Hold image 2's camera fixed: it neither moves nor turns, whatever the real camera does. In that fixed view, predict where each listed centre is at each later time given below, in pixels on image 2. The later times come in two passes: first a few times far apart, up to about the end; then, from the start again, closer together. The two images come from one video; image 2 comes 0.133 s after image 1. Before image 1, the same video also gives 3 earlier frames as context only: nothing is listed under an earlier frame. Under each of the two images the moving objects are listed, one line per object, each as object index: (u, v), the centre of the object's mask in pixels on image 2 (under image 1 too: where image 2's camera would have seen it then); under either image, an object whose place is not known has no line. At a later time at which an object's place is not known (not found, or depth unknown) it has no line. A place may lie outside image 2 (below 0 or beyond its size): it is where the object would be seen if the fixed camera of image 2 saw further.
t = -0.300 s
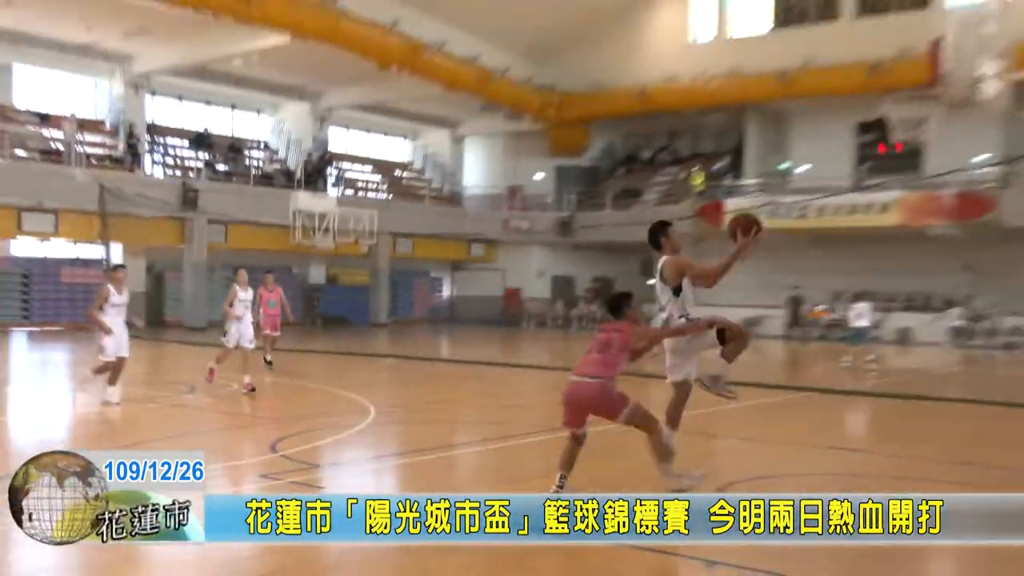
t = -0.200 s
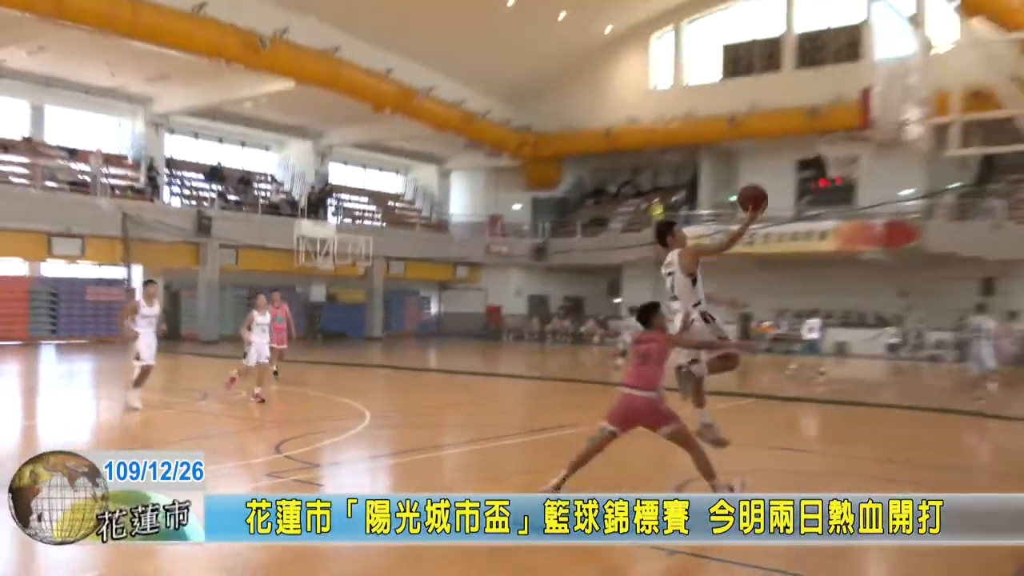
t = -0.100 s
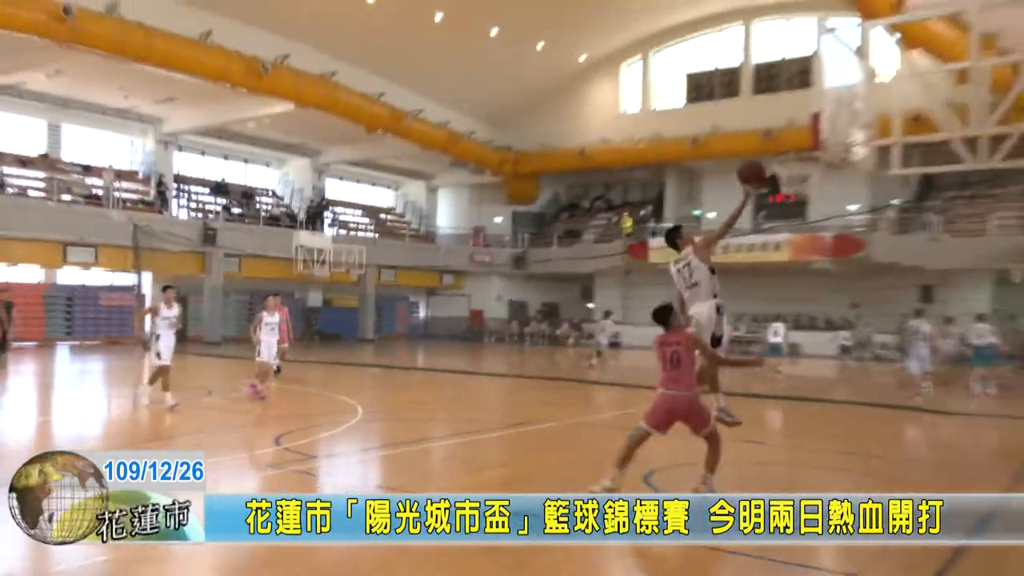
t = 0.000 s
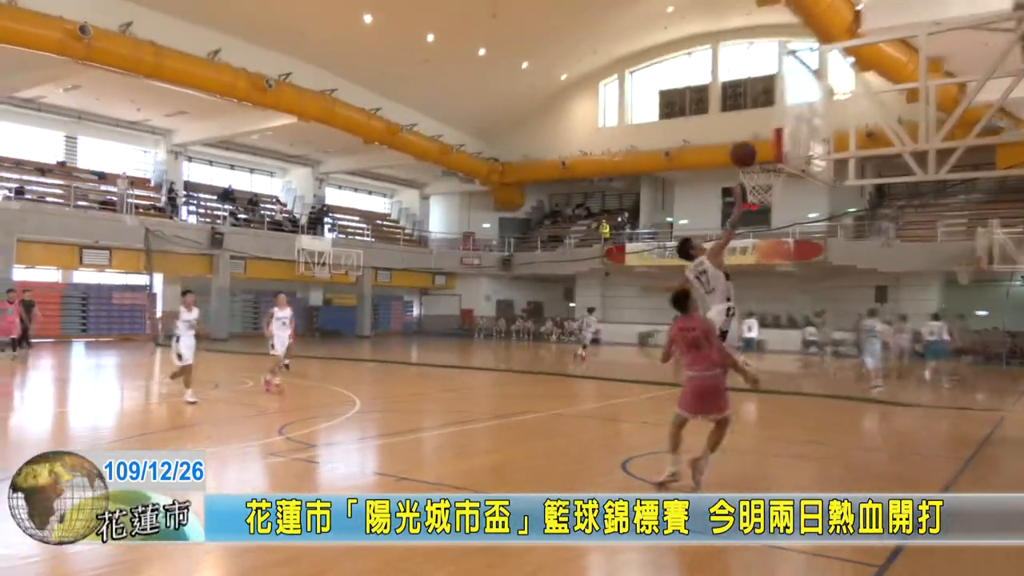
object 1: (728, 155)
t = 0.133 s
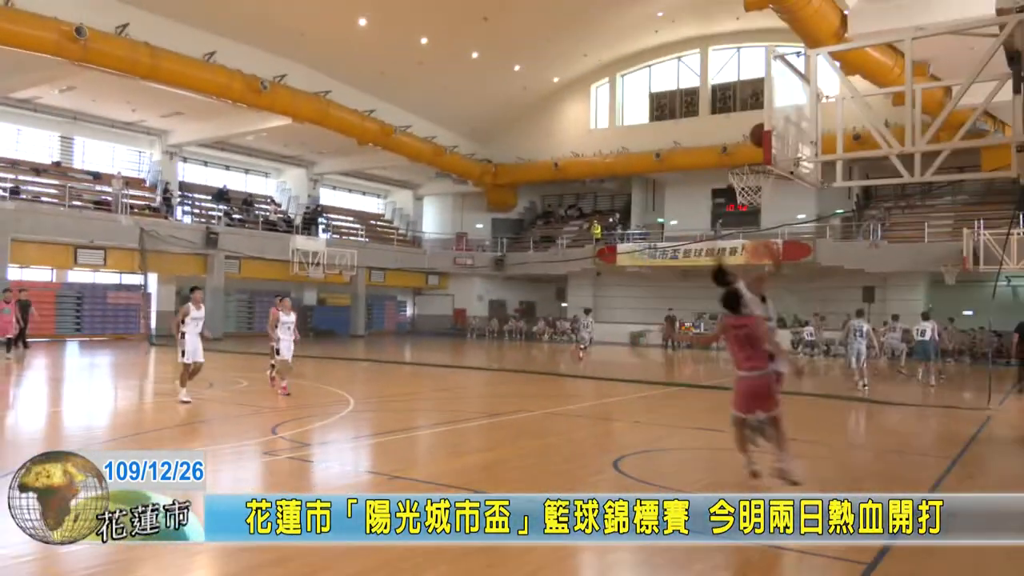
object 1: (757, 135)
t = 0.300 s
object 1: (757, 131)
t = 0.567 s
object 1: (741, 156)
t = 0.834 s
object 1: (755, 173)
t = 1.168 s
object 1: (760, 245)
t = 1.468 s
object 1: (761, 393)
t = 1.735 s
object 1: (760, 387)
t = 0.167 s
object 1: (760, 132)
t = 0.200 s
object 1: (762, 131)
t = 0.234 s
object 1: (760, 130)
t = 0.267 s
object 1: (759, 130)
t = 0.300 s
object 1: (757, 131)
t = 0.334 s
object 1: (755, 134)
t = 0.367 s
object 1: (752, 138)
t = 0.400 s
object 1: (750, 142)
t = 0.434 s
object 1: (746, 148)
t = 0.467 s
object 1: (742, 154)
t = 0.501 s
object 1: (739, 160)
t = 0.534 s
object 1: (739, 159)
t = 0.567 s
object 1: (741, 156)
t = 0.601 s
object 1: (743, 155)
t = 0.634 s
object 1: (744, 154)
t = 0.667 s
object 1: (746, 155)
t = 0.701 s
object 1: (748, 156)
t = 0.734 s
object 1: (750, 158)
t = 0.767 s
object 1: (752, 161)
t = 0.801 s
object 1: (754, 164)
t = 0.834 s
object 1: (755, 173)
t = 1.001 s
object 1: (760, 202)
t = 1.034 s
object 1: (761, 206)
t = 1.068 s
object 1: (760, 214)
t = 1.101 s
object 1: (762, 224)
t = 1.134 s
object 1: (761, 234)
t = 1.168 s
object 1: (760, 245)
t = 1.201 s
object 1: (761, 255)
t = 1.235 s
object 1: (761, 269)
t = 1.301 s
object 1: (761, 299)
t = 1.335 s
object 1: (761, 315)
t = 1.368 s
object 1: (761, 332)
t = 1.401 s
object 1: (761, 352)
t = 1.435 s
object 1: (761, 371)
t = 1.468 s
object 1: (761, 393)
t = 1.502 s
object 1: (762, 414)
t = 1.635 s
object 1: (762, 429)
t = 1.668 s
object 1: (761, 415)
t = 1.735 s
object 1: (760, 387)
